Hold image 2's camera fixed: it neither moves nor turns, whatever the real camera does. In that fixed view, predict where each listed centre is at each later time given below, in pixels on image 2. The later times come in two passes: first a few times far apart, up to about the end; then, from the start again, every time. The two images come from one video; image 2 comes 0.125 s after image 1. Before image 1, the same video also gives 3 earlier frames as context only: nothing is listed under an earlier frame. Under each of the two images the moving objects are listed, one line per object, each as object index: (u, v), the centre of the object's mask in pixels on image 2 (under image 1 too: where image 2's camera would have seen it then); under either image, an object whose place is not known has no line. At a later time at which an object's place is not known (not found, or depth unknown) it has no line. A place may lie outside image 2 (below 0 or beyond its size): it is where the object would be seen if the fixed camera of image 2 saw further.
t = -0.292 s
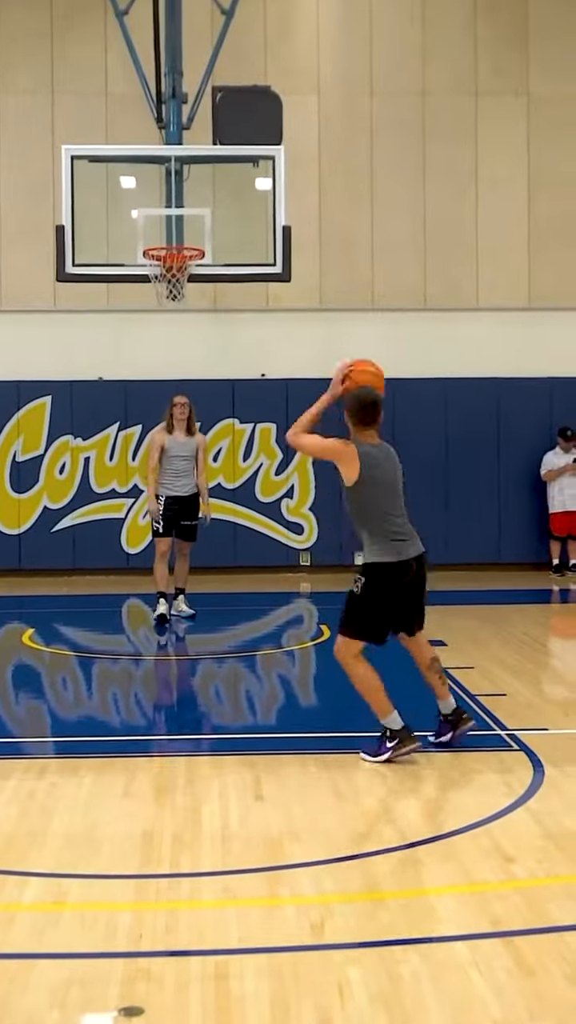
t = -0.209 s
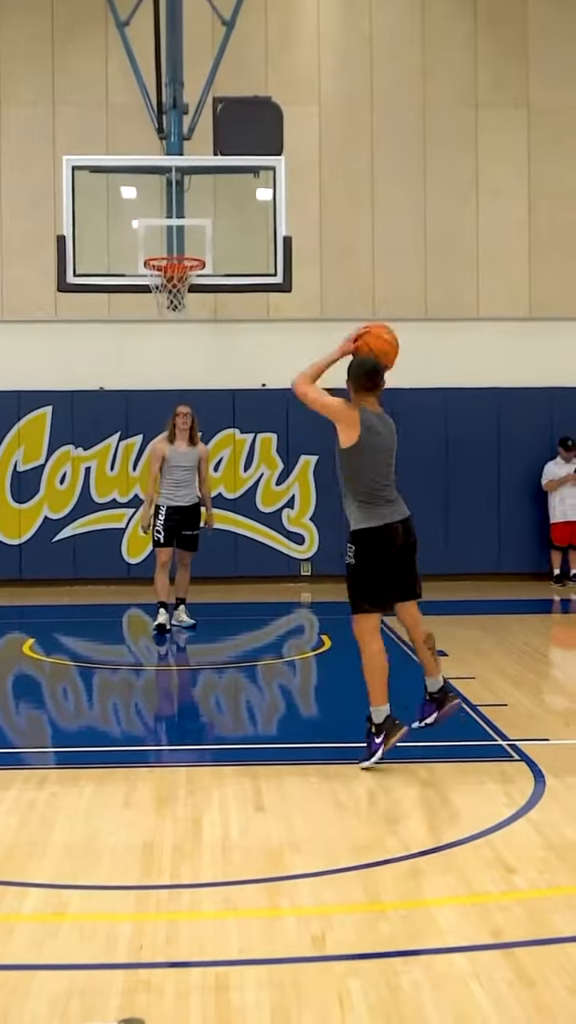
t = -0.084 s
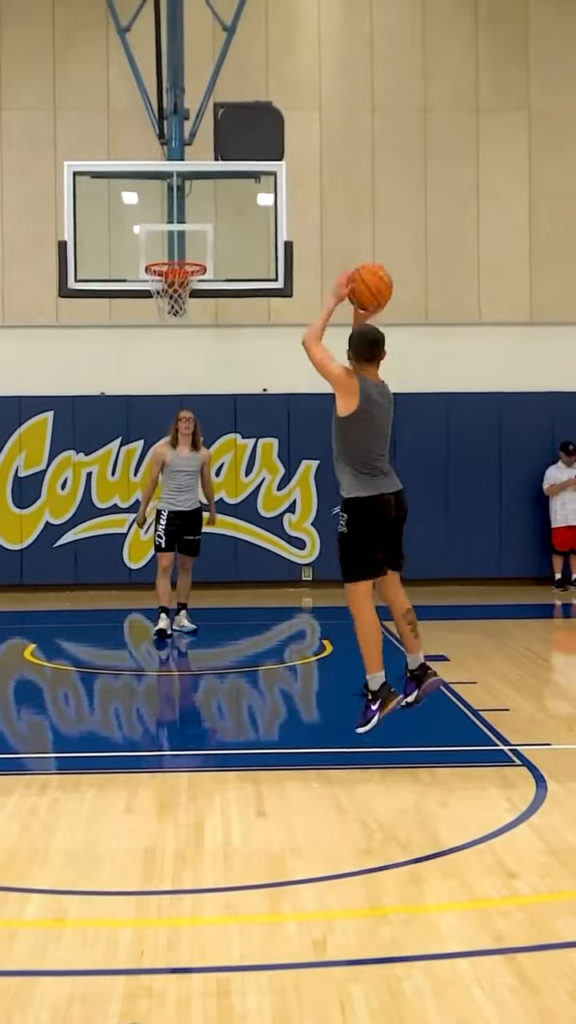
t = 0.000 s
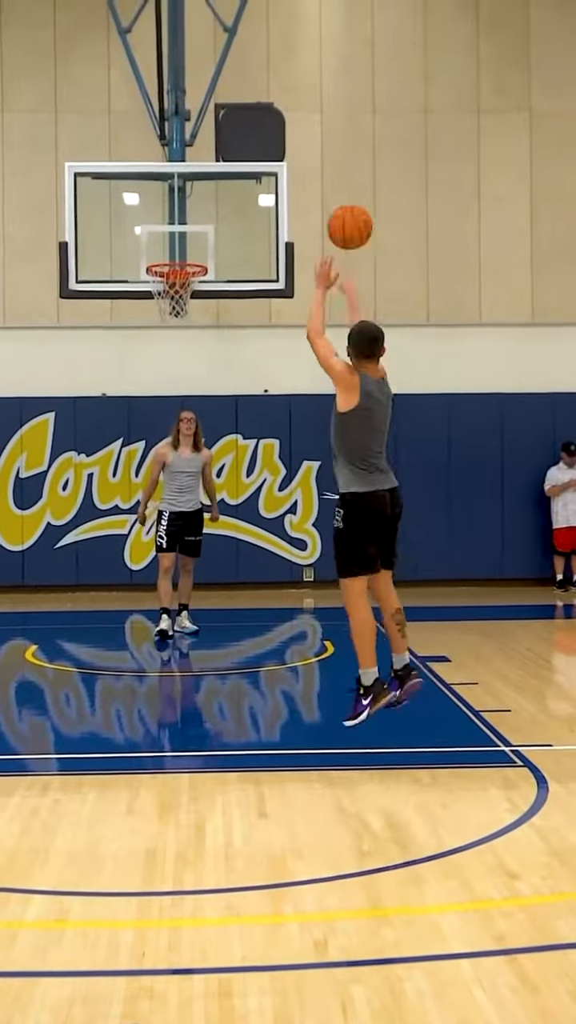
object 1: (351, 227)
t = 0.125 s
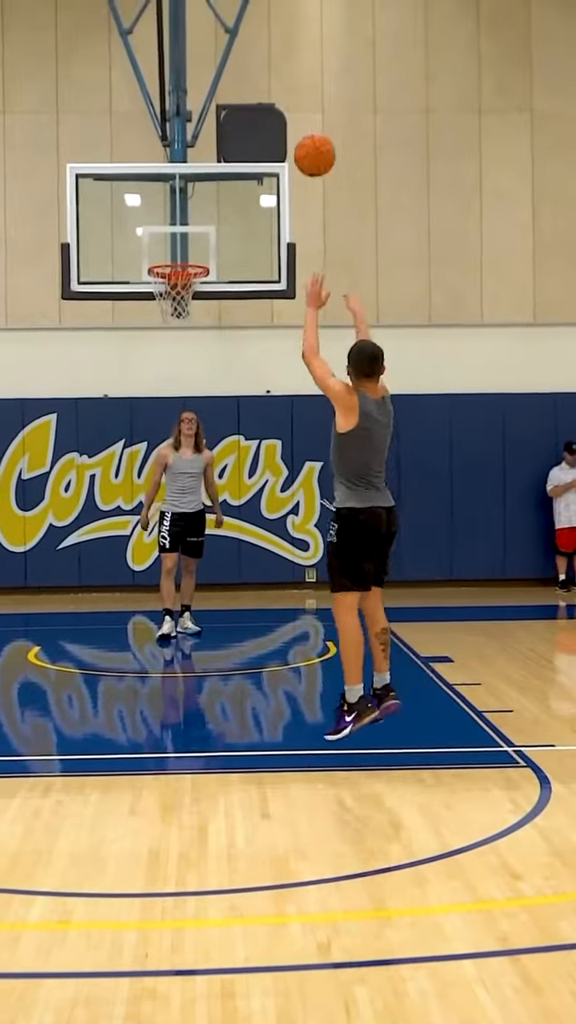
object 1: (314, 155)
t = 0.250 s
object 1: (283, 118)
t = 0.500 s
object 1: (232, 123)
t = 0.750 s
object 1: (193, 202)
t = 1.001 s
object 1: (181, 285)
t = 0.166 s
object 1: (303, 139)
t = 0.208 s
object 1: (293, 126)
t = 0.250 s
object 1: (283, 118)
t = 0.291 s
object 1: (273, 111)
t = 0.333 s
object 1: (264, 109)
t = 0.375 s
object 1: (255, 109)
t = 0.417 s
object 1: (247, 111)
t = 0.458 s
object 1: (239, 115)
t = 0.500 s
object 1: (232, 123)
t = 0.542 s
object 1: (225, 131)
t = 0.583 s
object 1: (218, 141)
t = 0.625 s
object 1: (211, 153)
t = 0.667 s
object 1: (205, 168)
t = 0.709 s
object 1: (198, 185)
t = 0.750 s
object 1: (193, 202)
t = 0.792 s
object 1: (187, 221)
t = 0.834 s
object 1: (182, 242)
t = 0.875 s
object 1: (175, 265)
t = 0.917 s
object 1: (177, 273)
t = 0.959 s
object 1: (181, 276)
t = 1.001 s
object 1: (181, 285)
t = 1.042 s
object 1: (183, 302)
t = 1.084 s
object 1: (181, 318)
